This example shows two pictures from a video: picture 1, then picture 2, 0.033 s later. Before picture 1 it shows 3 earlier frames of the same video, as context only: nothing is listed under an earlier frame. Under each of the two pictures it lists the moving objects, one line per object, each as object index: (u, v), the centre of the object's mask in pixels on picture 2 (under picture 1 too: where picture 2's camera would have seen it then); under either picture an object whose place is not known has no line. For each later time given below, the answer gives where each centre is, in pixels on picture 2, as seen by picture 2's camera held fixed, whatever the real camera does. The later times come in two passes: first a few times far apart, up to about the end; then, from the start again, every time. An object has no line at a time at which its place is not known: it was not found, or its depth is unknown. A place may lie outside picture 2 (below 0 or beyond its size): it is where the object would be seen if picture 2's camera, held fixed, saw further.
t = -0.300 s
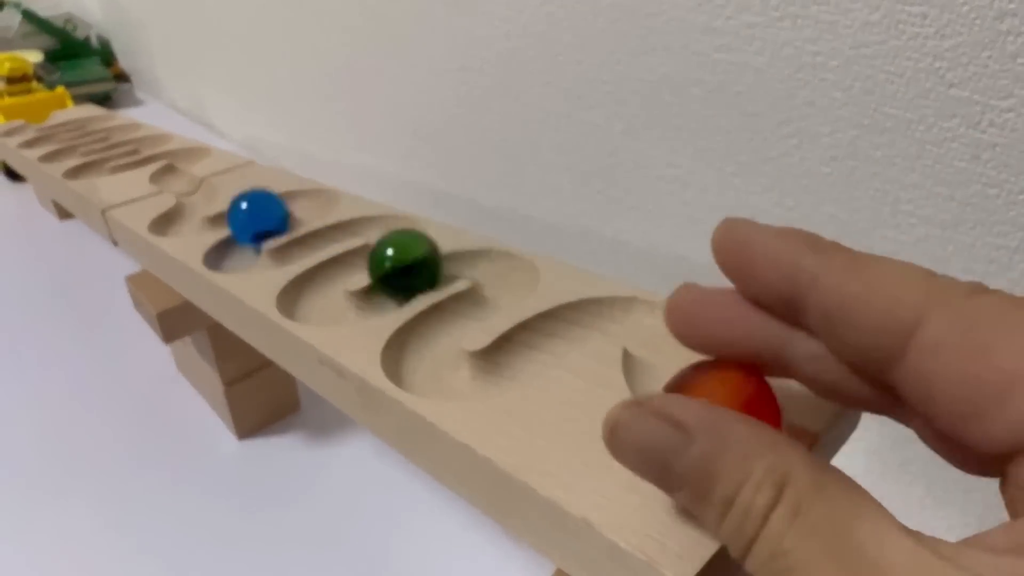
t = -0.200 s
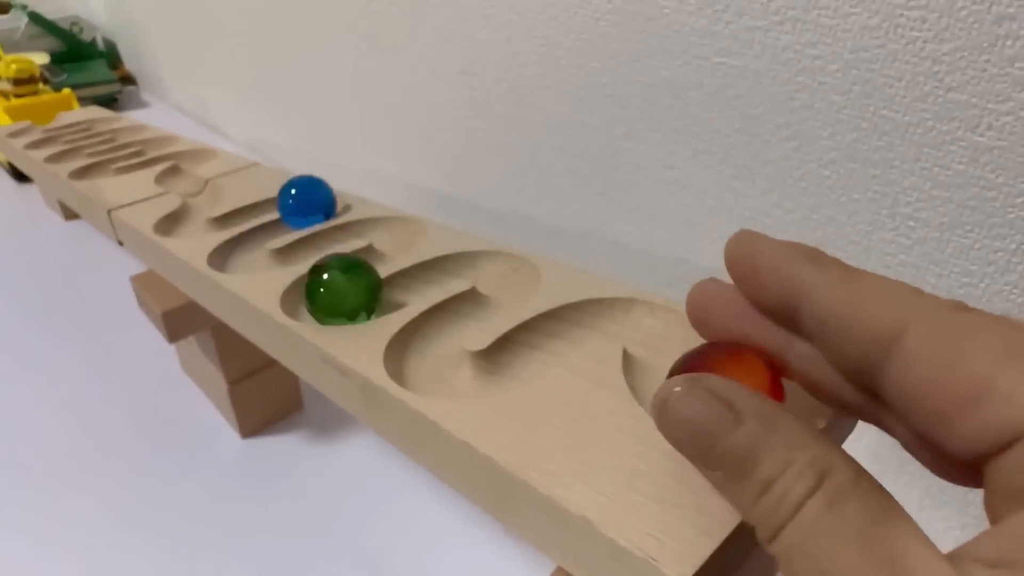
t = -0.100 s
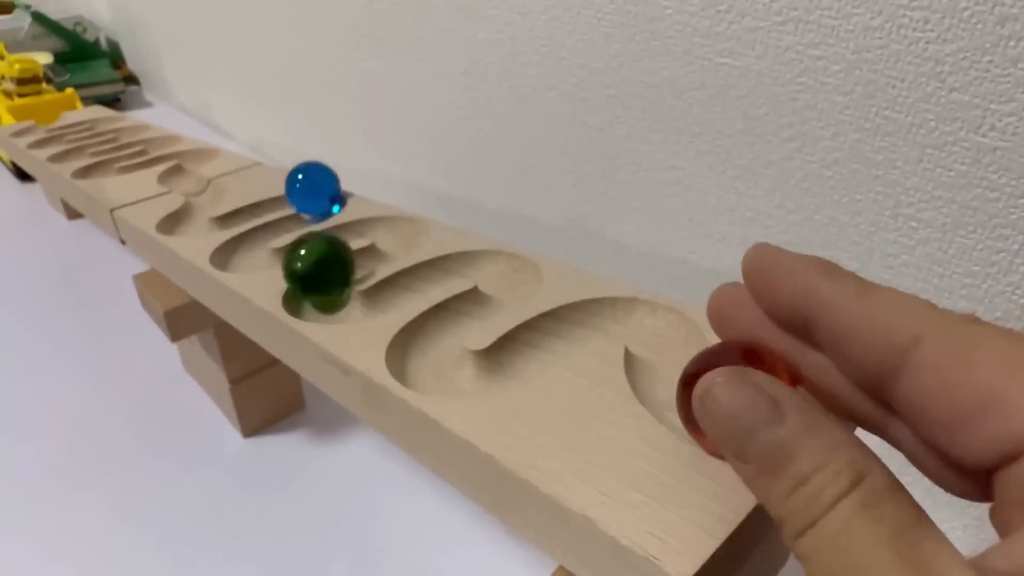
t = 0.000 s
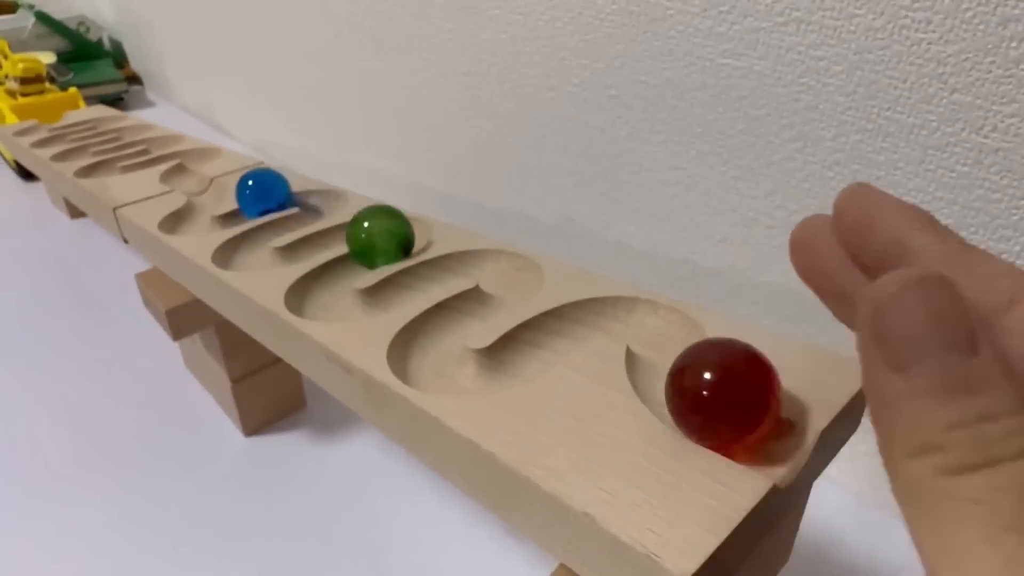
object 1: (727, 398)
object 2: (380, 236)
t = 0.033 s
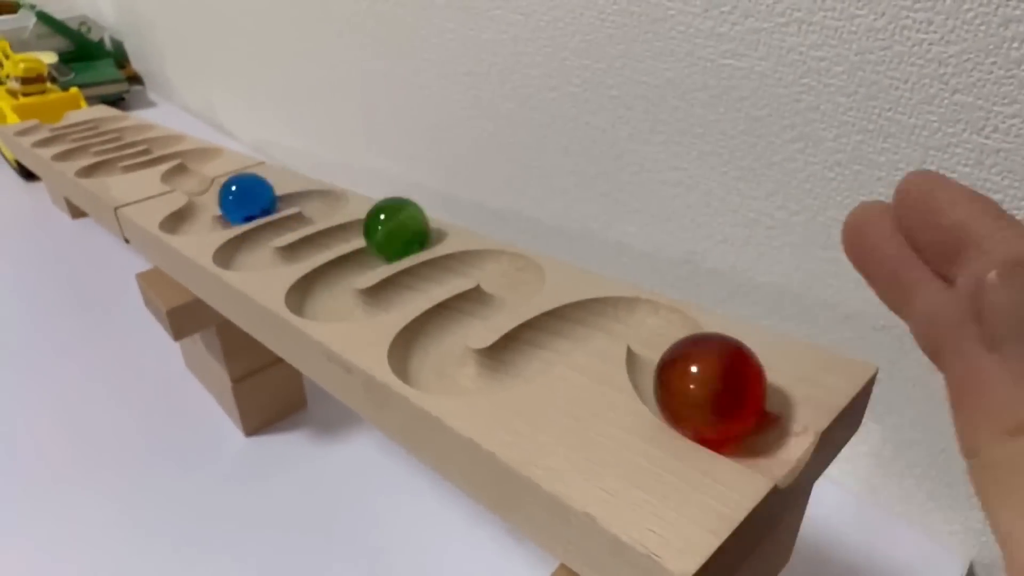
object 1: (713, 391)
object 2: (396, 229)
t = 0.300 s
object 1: (603, 299)
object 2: (272, 242)
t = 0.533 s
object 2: (309, 203)
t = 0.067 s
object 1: (696, 381)
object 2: (401, 223)
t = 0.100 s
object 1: (681, 368)
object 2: (397, 218)
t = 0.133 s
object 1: (672, 354)
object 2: (377, 211)
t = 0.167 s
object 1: (668, 339)
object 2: (352, 213)
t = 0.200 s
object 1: (670, 326)
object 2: (329, 221)
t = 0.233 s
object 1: (660, 315)
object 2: (310, 228)
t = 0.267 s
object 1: (634, 300)
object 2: (294, 236)
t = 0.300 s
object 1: (603, 299)
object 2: (272, 242)
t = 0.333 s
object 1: (574, 307)
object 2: (252, 240)
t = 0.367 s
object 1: (551, 318)
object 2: (239, 241)
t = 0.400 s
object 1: (530, 334)
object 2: (241, 236)
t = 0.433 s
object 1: (510, 347)
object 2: (256, 223)
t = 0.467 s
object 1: (480, 355)
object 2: (274, 214)
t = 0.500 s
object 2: (292, 208)
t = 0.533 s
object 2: (309, 203)
